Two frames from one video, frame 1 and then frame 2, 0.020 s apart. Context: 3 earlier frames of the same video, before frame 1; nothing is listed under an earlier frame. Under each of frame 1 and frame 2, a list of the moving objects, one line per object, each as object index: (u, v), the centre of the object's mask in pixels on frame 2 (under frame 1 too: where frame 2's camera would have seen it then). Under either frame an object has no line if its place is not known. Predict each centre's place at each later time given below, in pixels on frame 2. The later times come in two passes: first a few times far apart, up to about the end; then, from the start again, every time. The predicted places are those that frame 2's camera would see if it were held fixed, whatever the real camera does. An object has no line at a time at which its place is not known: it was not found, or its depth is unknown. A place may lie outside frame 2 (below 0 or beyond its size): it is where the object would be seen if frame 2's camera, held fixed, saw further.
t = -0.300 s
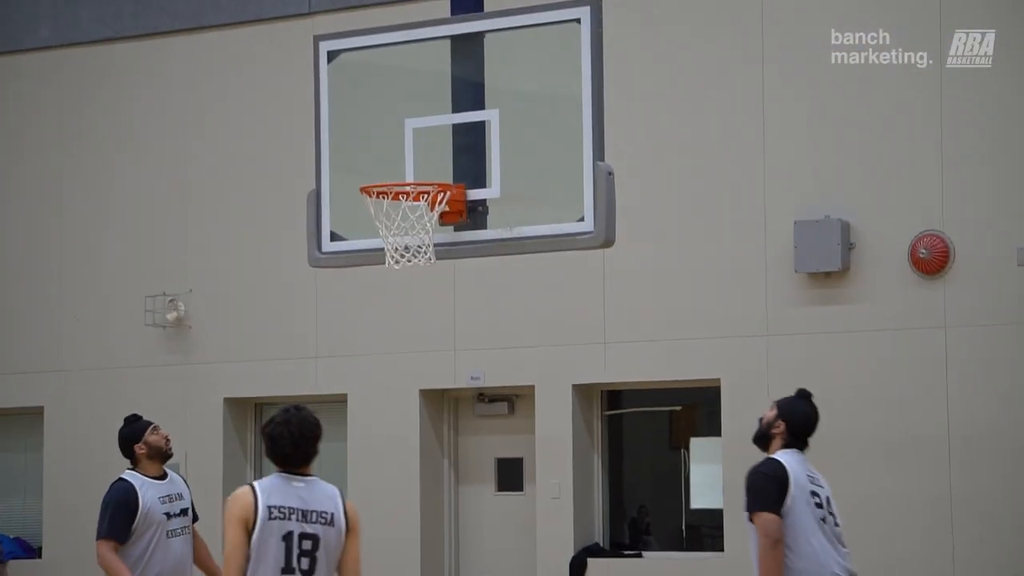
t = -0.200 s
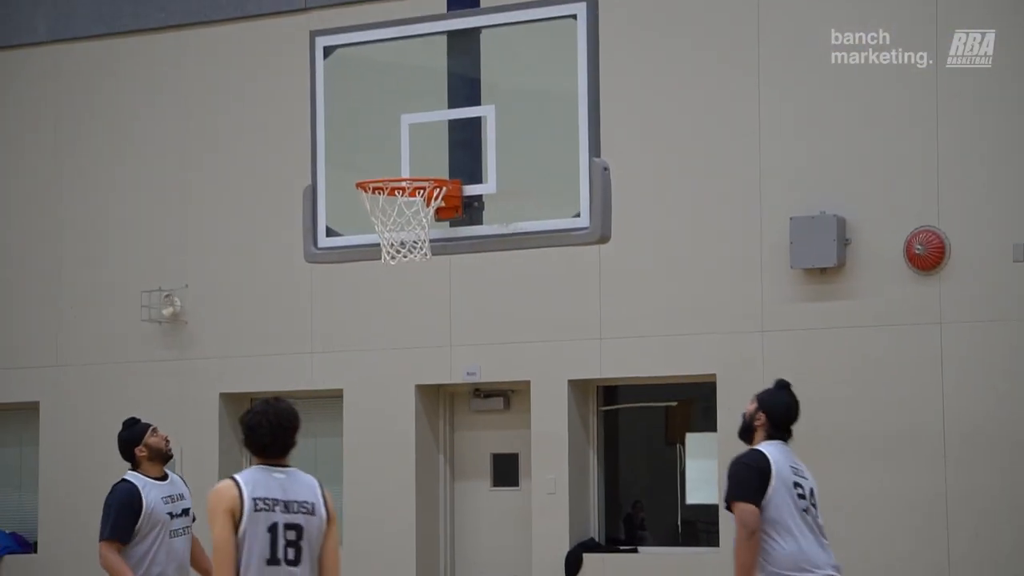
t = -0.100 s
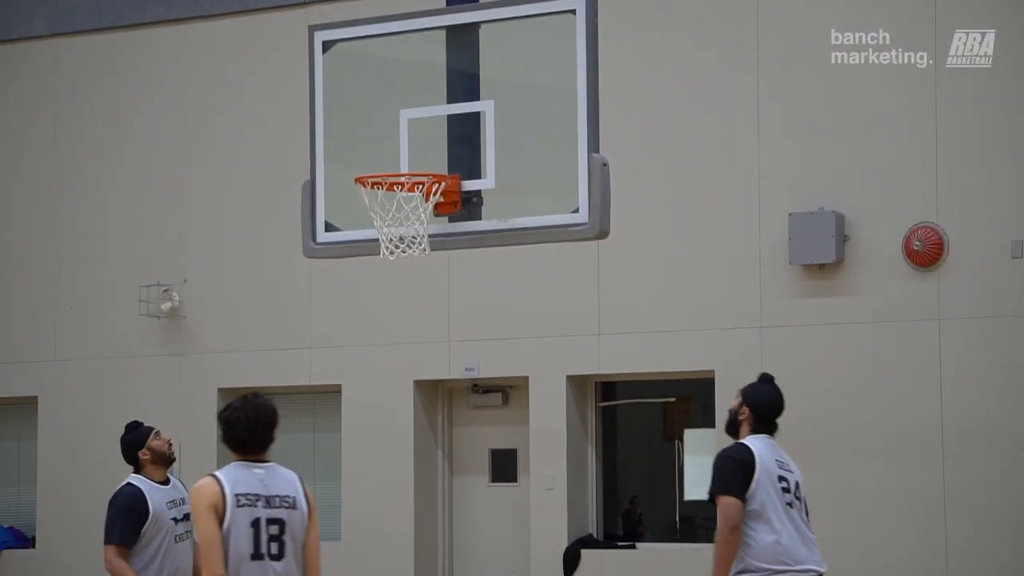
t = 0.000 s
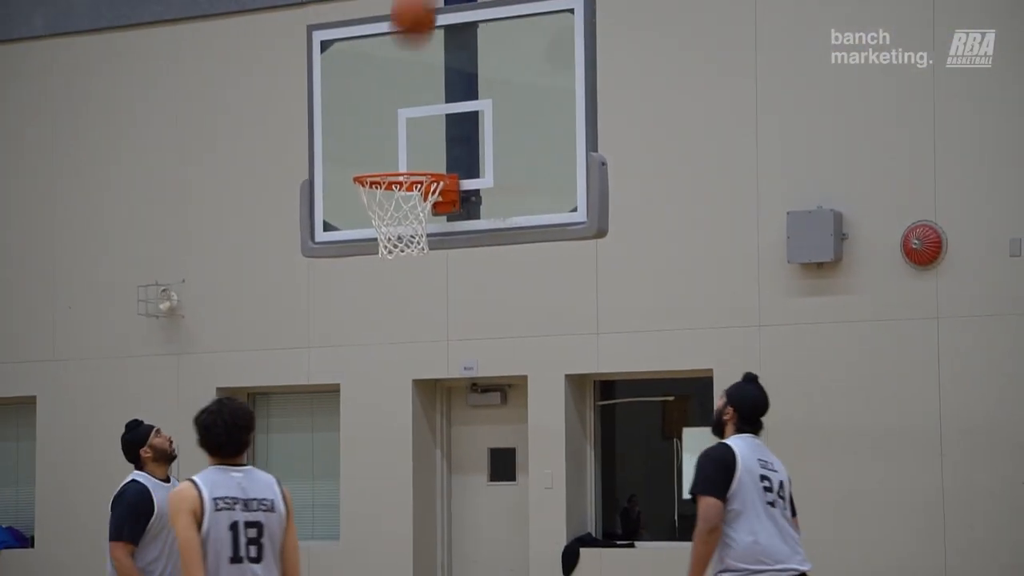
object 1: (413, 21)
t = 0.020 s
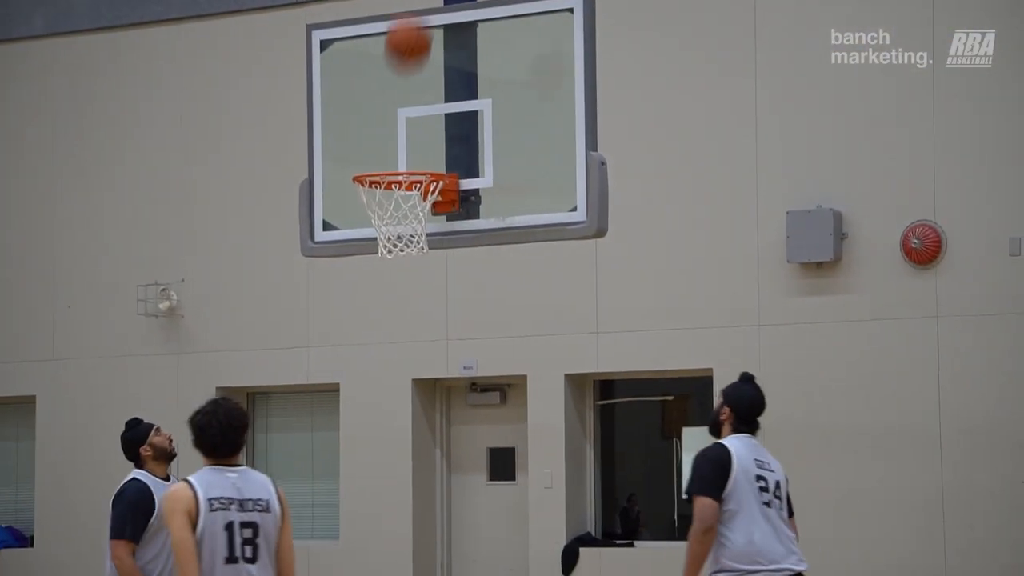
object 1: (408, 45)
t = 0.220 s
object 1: (401, 265)
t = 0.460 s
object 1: (440, 533)
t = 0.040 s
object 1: (403, 69)
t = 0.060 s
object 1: (399, 94)
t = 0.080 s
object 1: (394, 121)
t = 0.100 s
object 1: (390, 148)
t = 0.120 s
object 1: (385, 176)
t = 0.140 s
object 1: (388, 200)
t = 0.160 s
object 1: (391, 215)
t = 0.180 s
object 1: (397, 234)
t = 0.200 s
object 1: (399, 255)
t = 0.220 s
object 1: (401, 265)
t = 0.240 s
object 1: (404, 282)
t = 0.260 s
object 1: (407, 299)
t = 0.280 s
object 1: (411, 318)
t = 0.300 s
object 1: (414, 338)
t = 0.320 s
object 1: (417, 358)
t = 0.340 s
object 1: (421, 382)
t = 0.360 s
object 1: (425, 405)
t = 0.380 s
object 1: (427, 428)
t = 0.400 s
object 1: (430, 453)
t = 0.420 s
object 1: (433, 477)
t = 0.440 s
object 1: (437, 505)
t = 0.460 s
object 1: (440, 533)
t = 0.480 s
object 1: (444, 561)
